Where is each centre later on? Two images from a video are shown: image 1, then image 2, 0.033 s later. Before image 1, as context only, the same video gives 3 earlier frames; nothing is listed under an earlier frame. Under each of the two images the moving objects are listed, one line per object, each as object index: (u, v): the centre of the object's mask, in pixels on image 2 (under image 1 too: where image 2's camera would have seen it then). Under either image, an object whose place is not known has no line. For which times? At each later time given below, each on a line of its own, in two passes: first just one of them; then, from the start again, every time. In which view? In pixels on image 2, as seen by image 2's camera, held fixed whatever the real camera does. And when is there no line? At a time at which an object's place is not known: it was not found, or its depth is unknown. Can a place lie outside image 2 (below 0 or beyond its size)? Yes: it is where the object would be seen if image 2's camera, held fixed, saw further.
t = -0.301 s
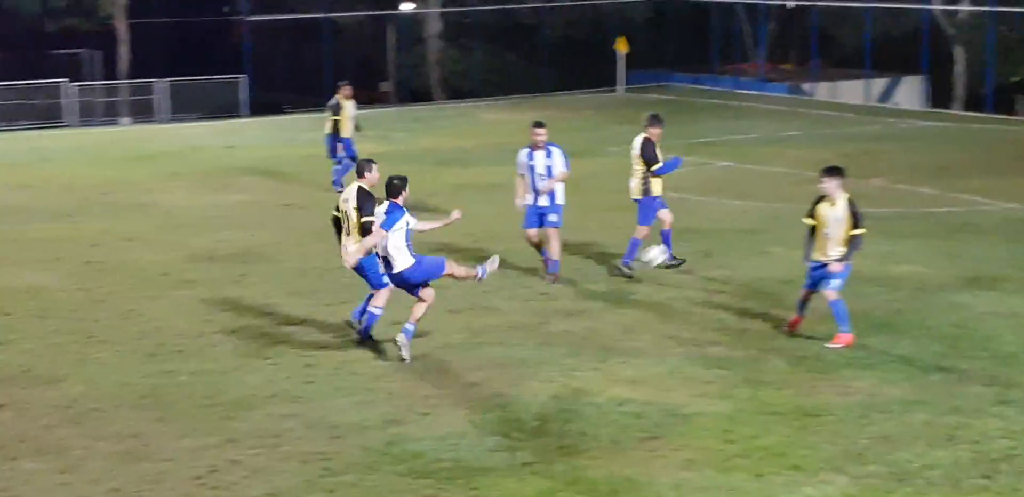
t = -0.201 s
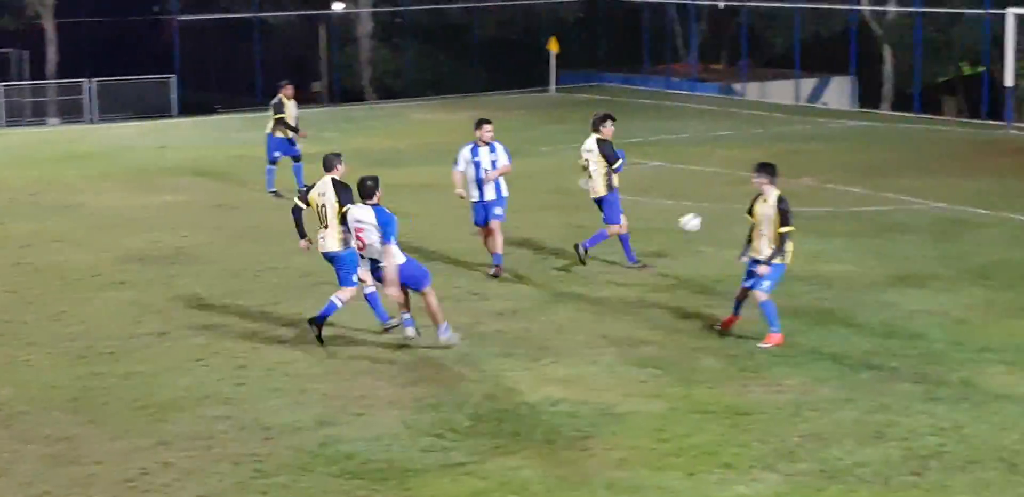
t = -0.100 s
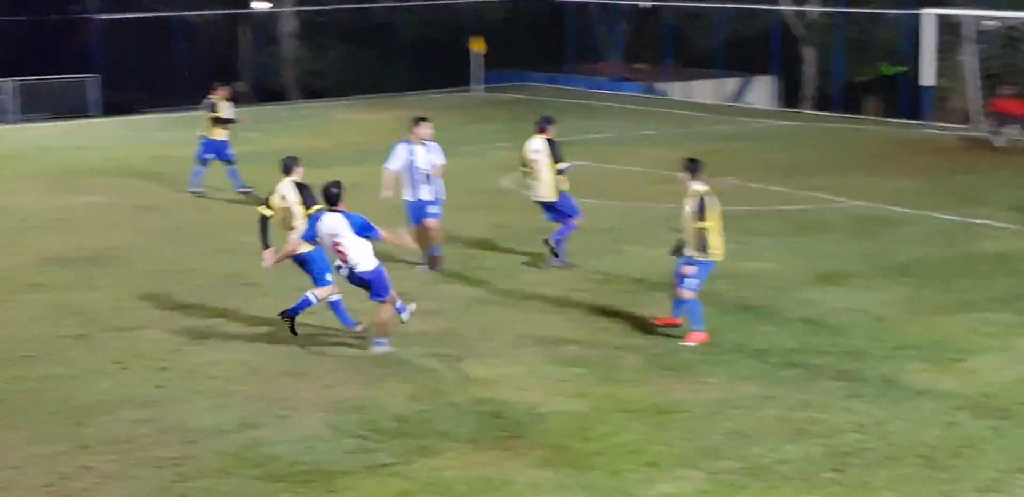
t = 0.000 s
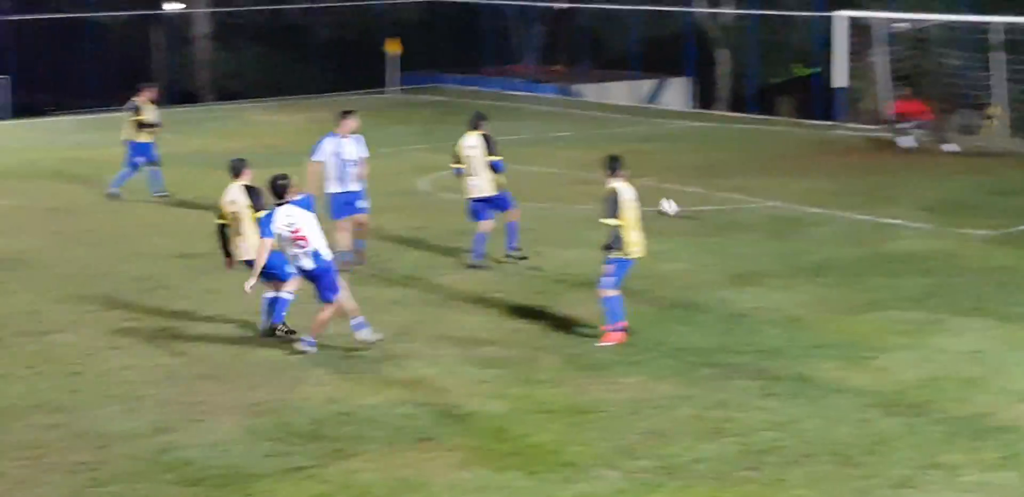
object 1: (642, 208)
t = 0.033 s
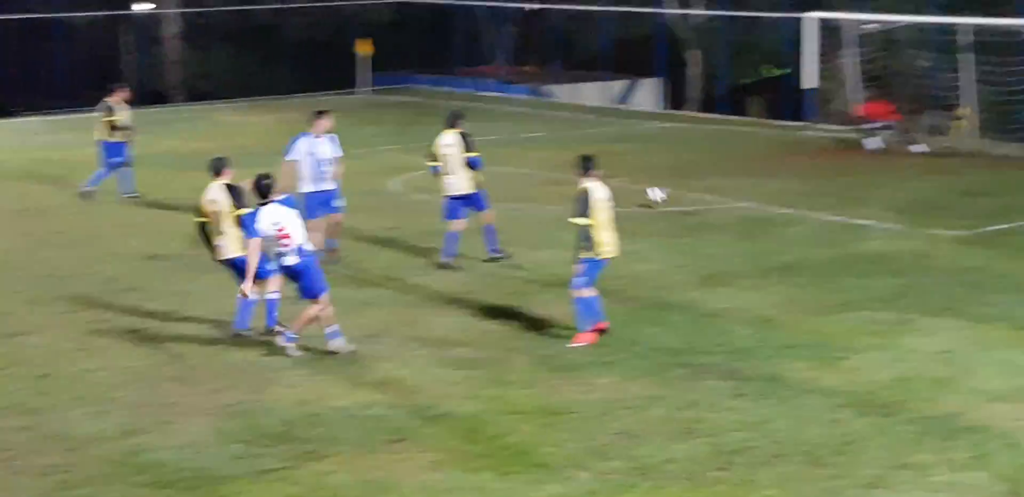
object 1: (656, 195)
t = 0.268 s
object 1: (736, 152)
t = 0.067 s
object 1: (669, 184)
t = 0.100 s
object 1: (682, 175)
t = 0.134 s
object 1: (694, 167)
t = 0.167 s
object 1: (705, 162)
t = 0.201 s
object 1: (716, 157)
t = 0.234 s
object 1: (726, 154)
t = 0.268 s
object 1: (736, 152)
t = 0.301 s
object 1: (745, 151)
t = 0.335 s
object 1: (755, 151)
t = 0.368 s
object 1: (763, 153)
